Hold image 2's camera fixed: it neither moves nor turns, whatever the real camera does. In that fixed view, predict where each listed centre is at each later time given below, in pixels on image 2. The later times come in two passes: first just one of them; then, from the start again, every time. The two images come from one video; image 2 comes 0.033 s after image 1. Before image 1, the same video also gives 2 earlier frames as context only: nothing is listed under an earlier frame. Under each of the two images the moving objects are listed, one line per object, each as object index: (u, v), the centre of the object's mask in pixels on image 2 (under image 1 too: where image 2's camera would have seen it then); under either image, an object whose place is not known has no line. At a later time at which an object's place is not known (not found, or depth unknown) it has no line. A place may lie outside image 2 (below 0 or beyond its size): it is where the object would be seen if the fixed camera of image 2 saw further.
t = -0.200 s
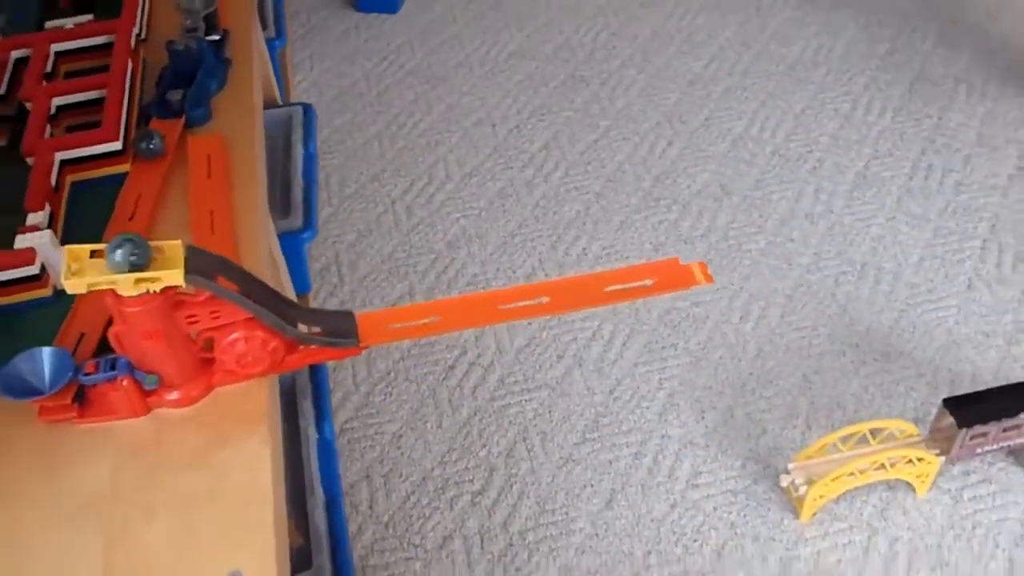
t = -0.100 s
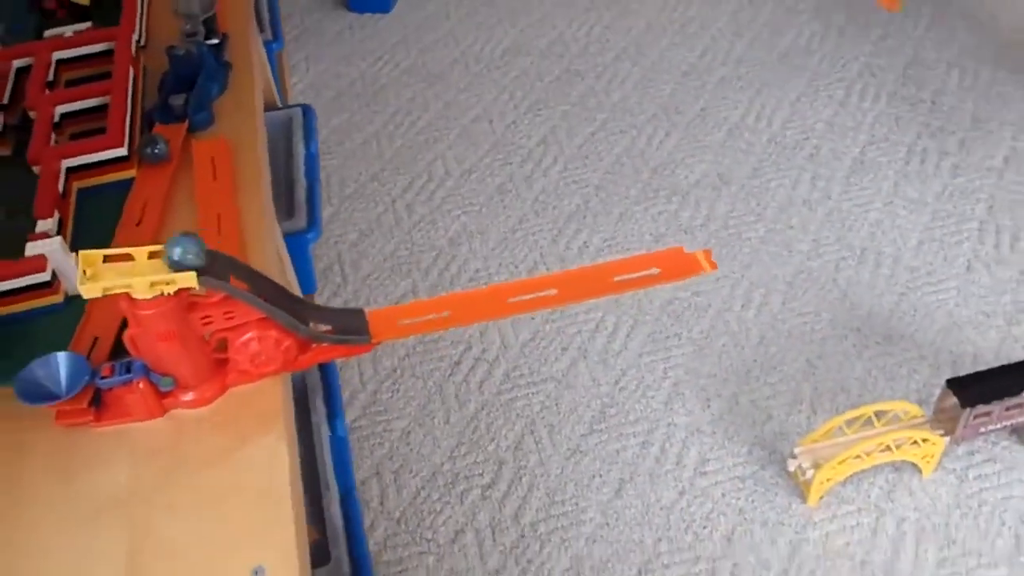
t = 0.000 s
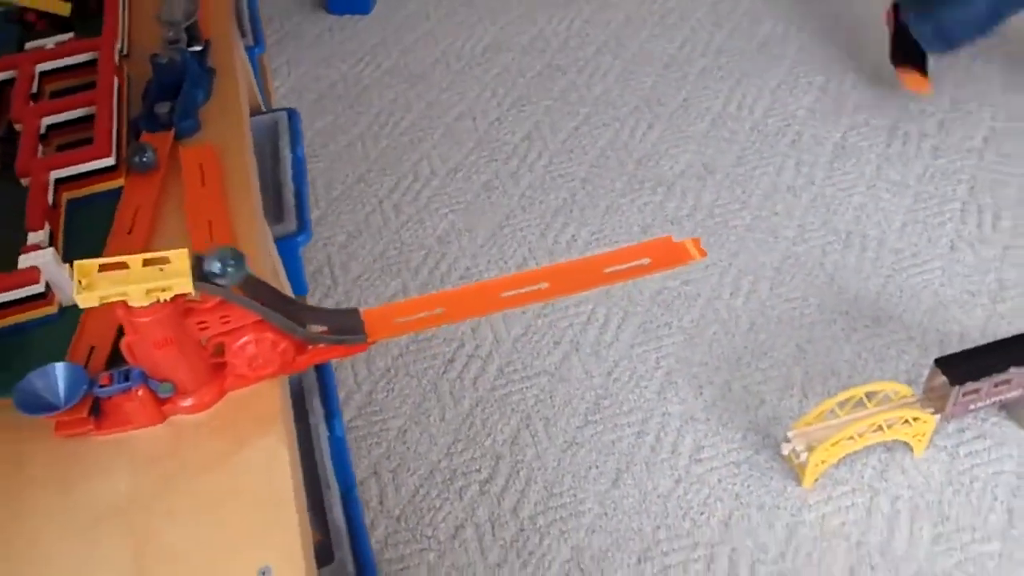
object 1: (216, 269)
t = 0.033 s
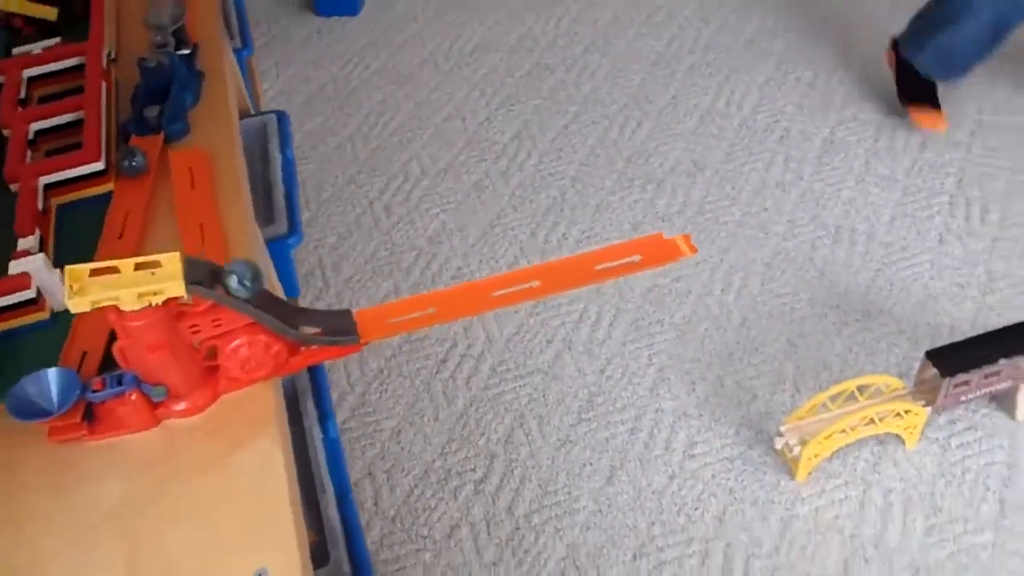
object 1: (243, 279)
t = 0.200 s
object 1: (429, 297)
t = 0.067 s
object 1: (273, 293)
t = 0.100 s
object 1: (307, 313)
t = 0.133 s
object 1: (348, 317)
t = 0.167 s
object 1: (389, 306)
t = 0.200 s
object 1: (429, 297)
